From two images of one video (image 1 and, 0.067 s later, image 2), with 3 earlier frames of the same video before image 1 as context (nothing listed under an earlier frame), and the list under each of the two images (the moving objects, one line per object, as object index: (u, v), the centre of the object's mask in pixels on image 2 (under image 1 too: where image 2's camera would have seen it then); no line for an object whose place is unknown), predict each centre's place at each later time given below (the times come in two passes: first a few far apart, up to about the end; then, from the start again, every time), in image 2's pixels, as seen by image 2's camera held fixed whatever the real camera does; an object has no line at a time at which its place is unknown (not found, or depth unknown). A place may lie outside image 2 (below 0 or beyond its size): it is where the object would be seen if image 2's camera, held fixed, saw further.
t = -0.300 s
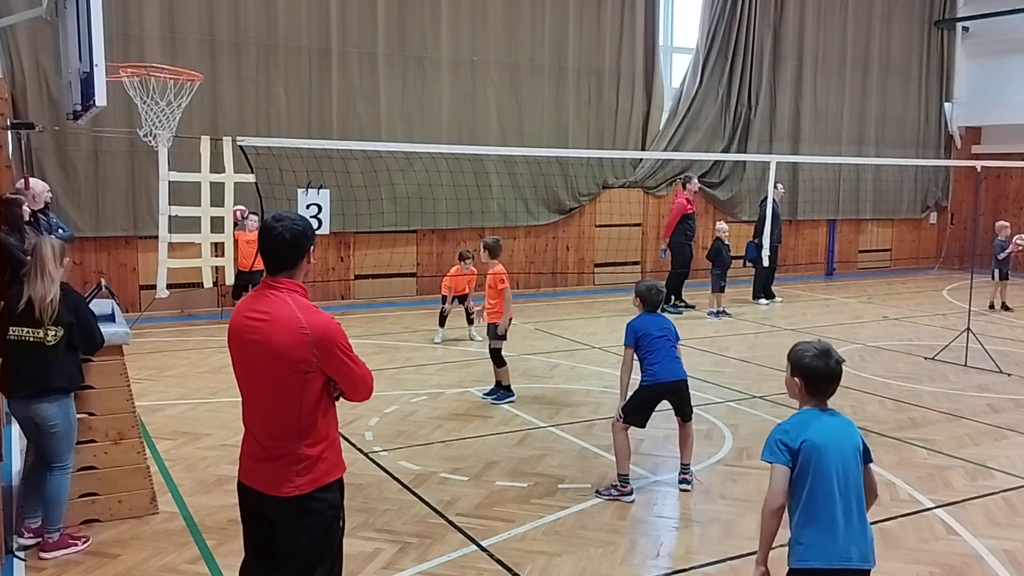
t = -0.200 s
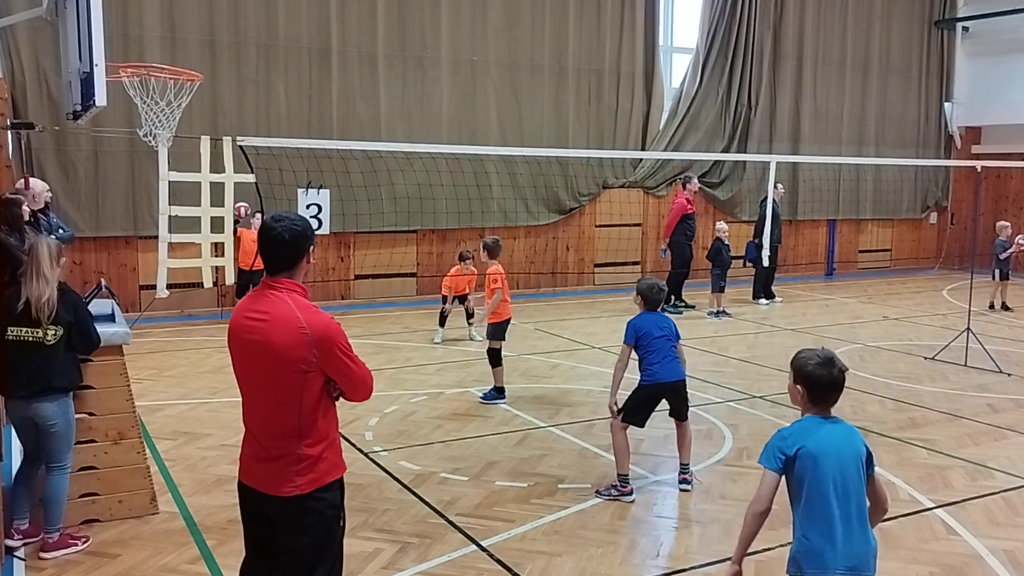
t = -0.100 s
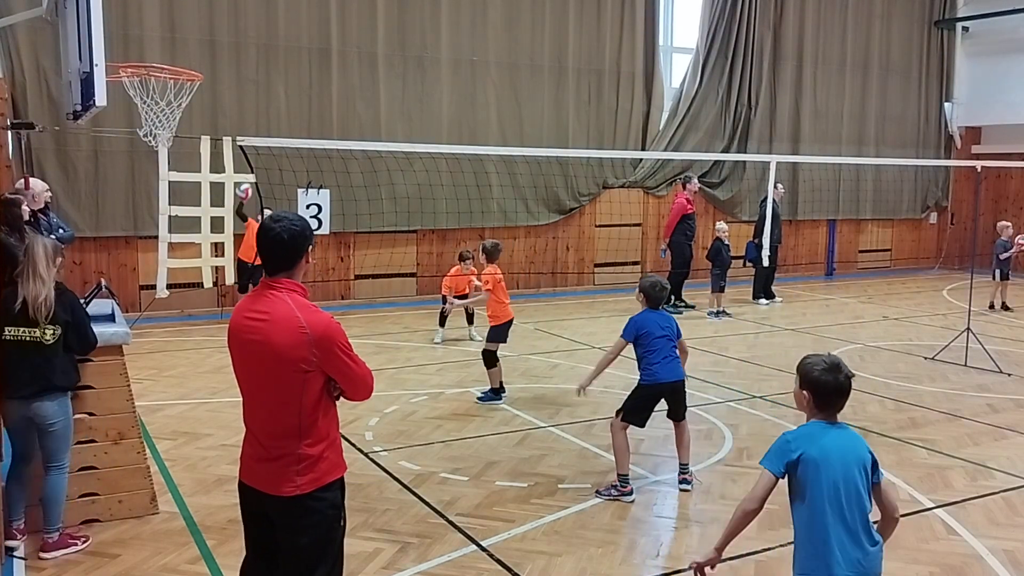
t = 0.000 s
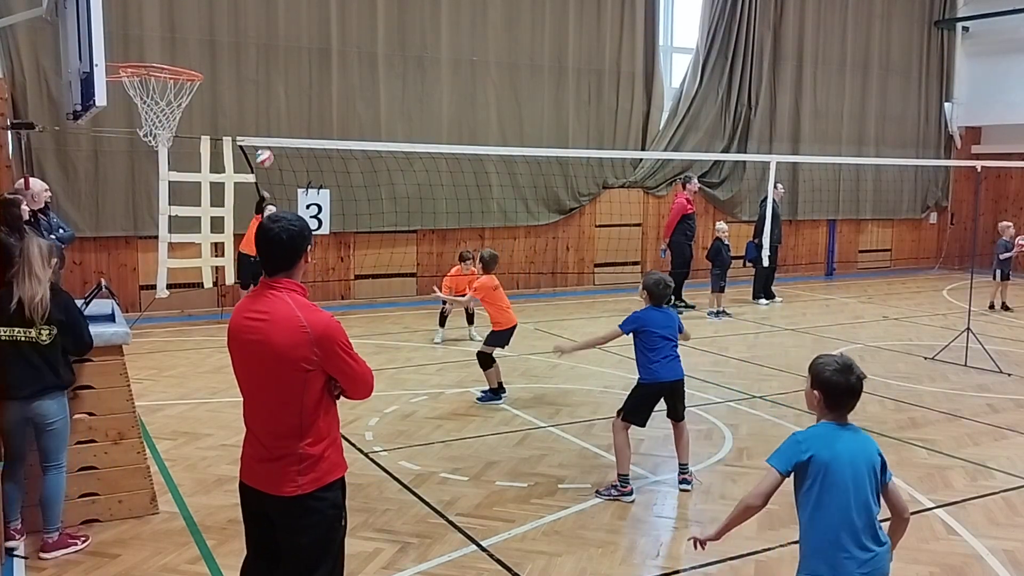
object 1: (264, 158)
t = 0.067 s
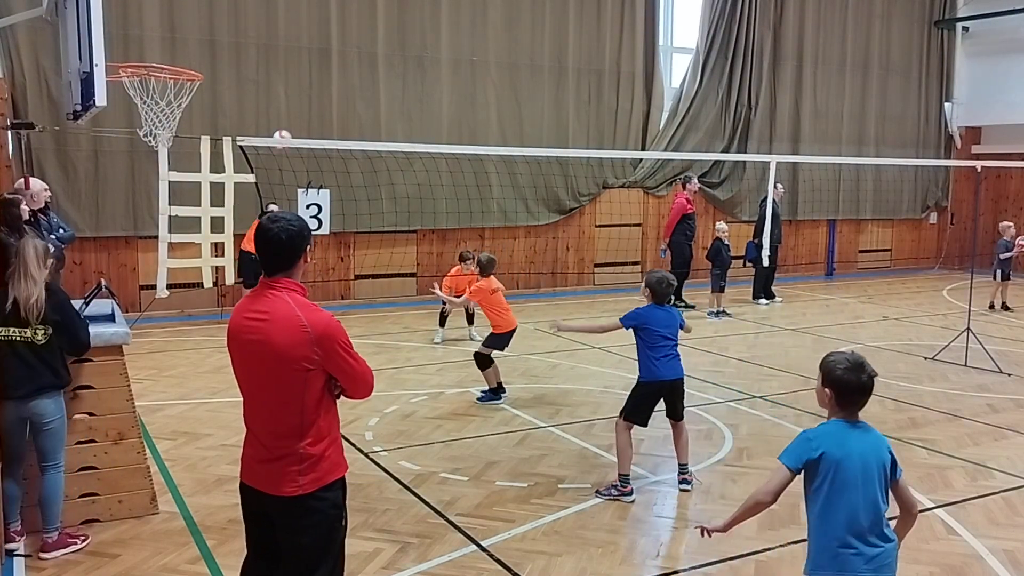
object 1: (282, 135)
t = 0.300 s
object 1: (357, 94)
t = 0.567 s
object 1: (487, 99)
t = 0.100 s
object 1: (291, 130)
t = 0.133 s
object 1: (301, 123)
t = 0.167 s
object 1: (311, 115)
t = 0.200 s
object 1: (322, 109)
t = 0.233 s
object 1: (333, 103)
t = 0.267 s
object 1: (345, 98)
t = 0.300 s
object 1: (357, 94)
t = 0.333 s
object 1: (371, 91)
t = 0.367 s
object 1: (385, 88)
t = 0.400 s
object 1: (400, 87)
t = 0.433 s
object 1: (416, 86)
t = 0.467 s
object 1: (432, 87)
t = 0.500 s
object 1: (450, 89)
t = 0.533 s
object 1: (468, 93)
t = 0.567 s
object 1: (487, 99)
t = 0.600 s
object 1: (508, 107)
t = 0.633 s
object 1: (531, 116)
